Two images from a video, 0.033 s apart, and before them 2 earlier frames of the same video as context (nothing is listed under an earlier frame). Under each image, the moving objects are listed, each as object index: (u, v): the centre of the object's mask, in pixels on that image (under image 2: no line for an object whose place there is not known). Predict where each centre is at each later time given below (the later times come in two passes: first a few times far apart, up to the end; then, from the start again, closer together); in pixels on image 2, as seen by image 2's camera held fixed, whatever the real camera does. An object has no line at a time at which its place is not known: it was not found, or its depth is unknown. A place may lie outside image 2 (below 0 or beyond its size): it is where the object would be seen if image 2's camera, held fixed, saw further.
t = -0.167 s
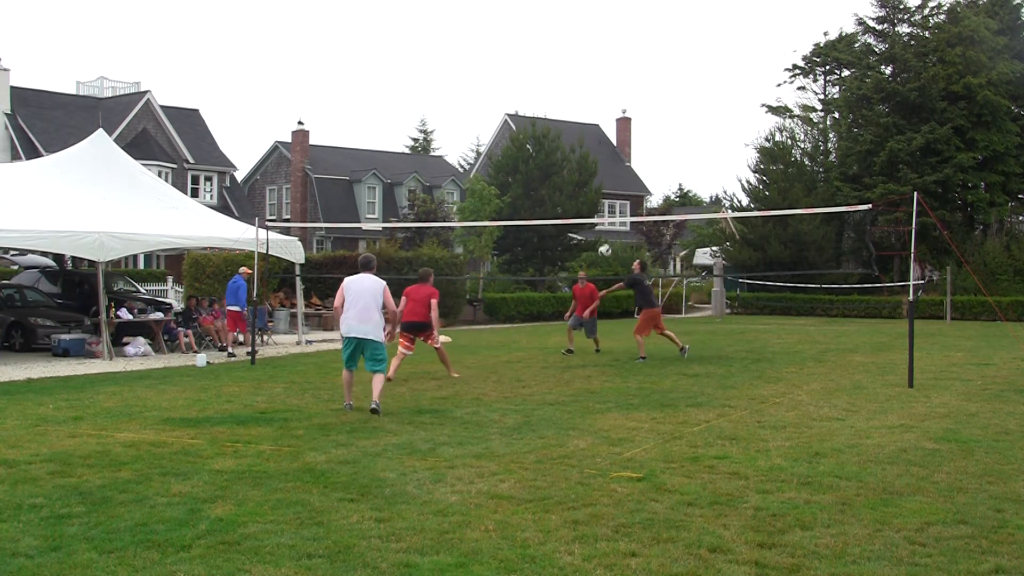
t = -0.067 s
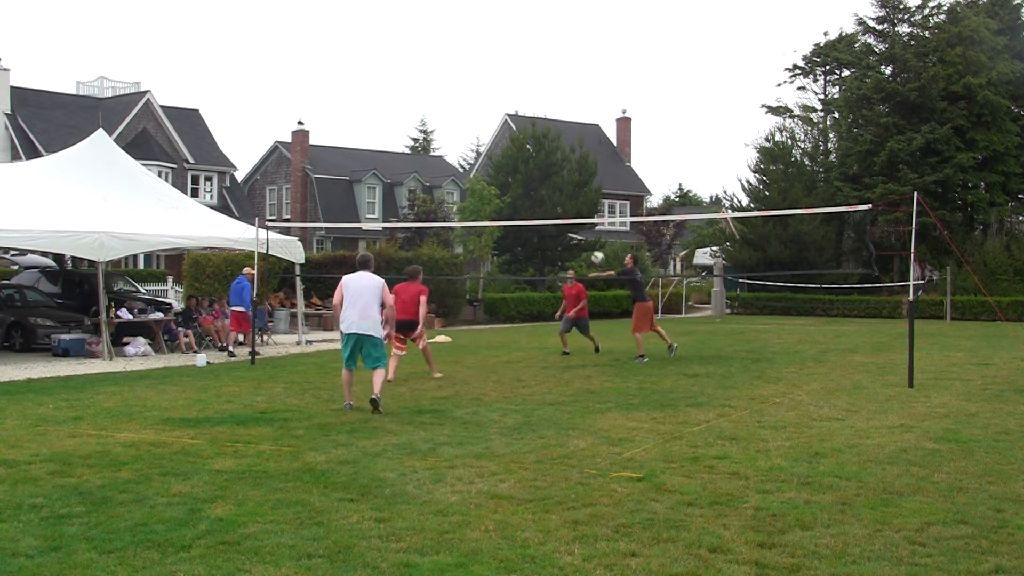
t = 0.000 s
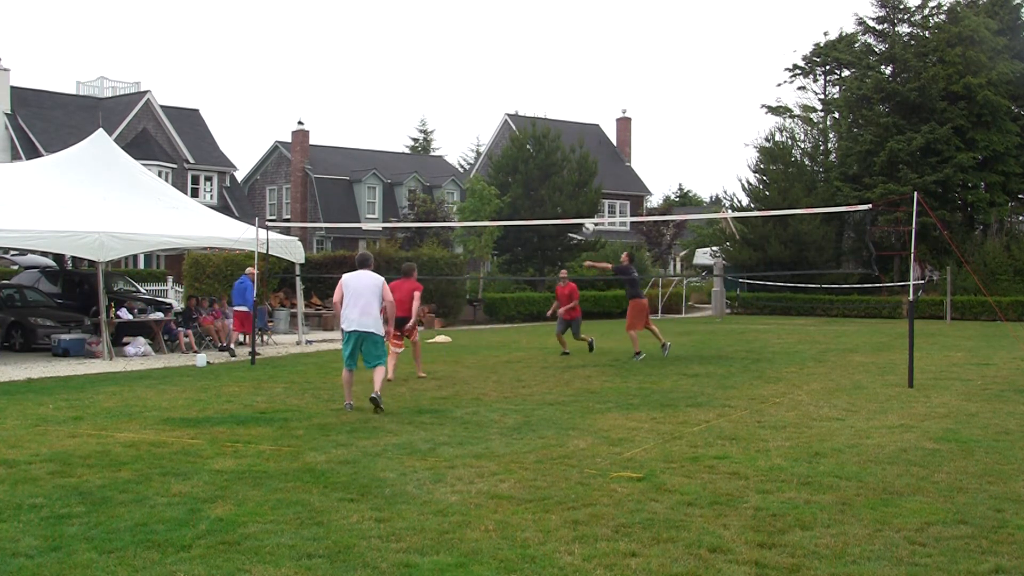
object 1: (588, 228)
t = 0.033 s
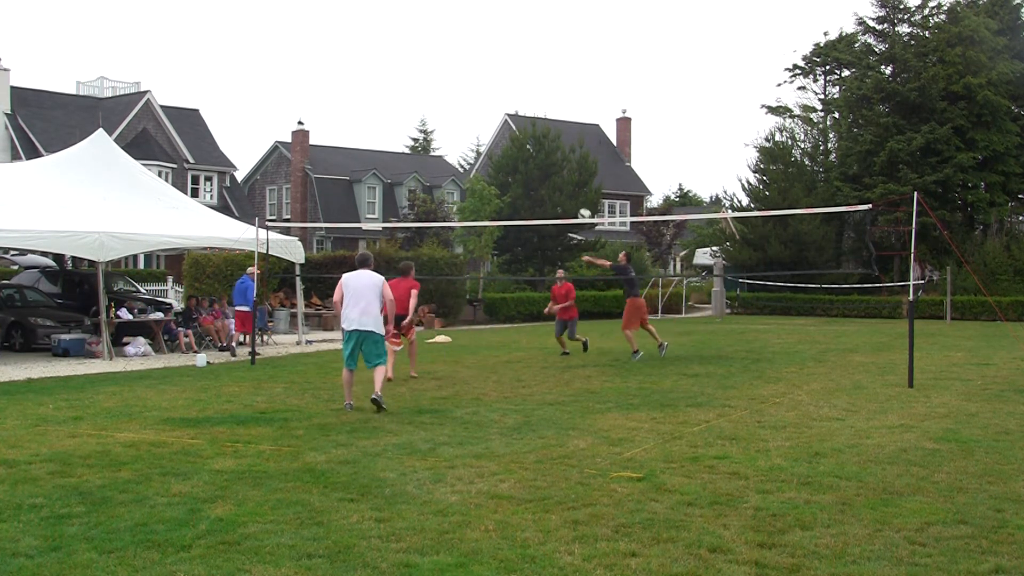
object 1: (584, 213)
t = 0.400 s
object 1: (538, 108)
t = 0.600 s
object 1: (515, 81)
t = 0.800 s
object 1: (490, 78)
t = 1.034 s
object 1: (462, 105)
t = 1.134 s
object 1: (450, 126)
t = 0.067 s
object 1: (580, 202)
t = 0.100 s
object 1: (575, 189)
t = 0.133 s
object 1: (571, 178)
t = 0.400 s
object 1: (538, 108)
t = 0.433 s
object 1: (534, 102)
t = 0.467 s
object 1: (530, 96)
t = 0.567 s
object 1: (519, 84)
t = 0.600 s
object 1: (515, 81)
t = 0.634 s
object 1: (511, 79)
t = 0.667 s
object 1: (507, 78)
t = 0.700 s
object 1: (503, 77)
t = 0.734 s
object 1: (498, 77)
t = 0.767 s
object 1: (494, 77)
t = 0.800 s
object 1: (490, 78)
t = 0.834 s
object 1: (486, 80)
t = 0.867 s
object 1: (482, 83)
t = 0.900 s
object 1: (478, 86)
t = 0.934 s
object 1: (474, 90)
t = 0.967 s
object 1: (470, 94)
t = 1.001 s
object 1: (466, 99)
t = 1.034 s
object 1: (462, 105)
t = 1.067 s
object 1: (458, 111)
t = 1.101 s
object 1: (454, 119)
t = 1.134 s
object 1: (450, 126)
